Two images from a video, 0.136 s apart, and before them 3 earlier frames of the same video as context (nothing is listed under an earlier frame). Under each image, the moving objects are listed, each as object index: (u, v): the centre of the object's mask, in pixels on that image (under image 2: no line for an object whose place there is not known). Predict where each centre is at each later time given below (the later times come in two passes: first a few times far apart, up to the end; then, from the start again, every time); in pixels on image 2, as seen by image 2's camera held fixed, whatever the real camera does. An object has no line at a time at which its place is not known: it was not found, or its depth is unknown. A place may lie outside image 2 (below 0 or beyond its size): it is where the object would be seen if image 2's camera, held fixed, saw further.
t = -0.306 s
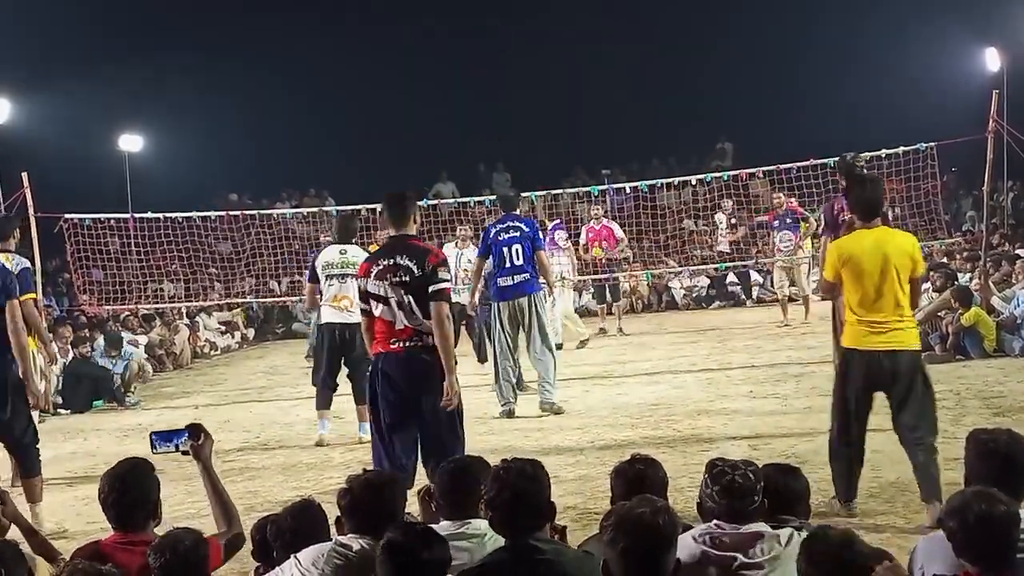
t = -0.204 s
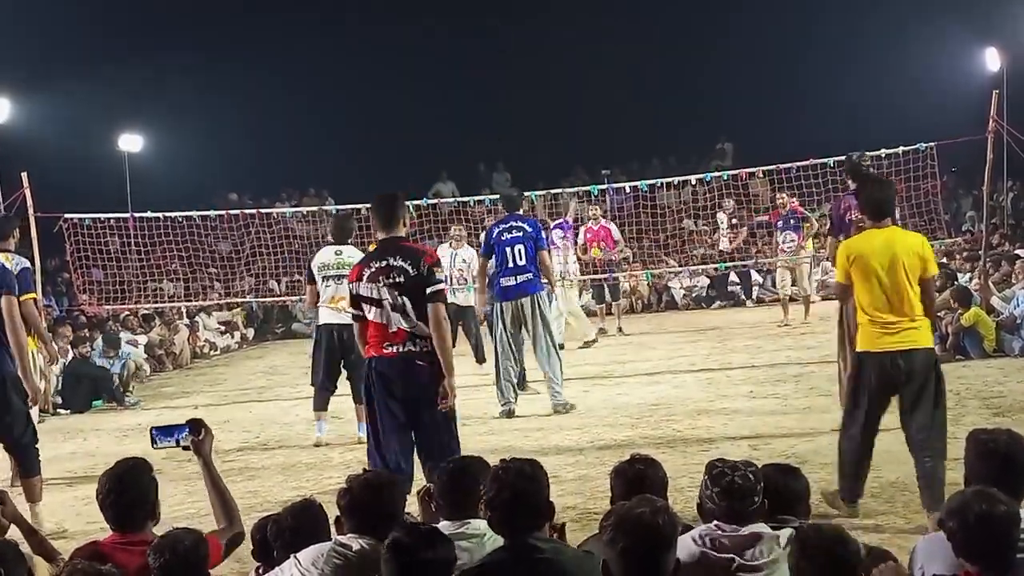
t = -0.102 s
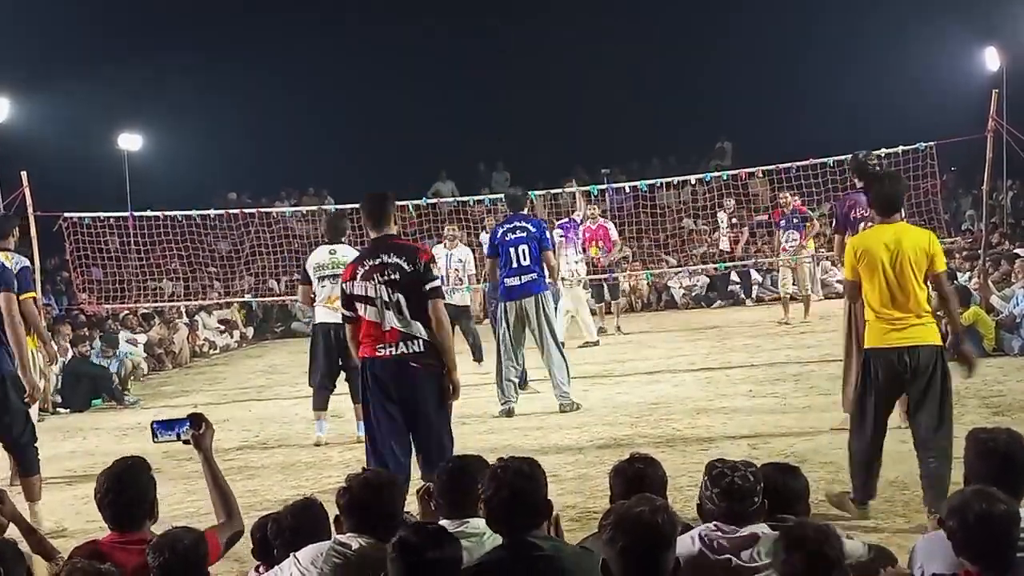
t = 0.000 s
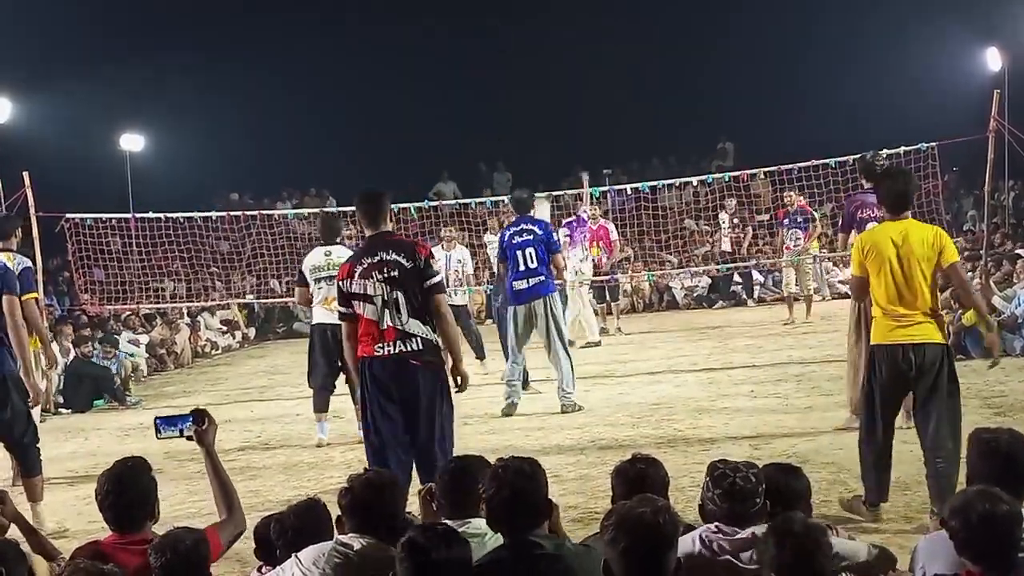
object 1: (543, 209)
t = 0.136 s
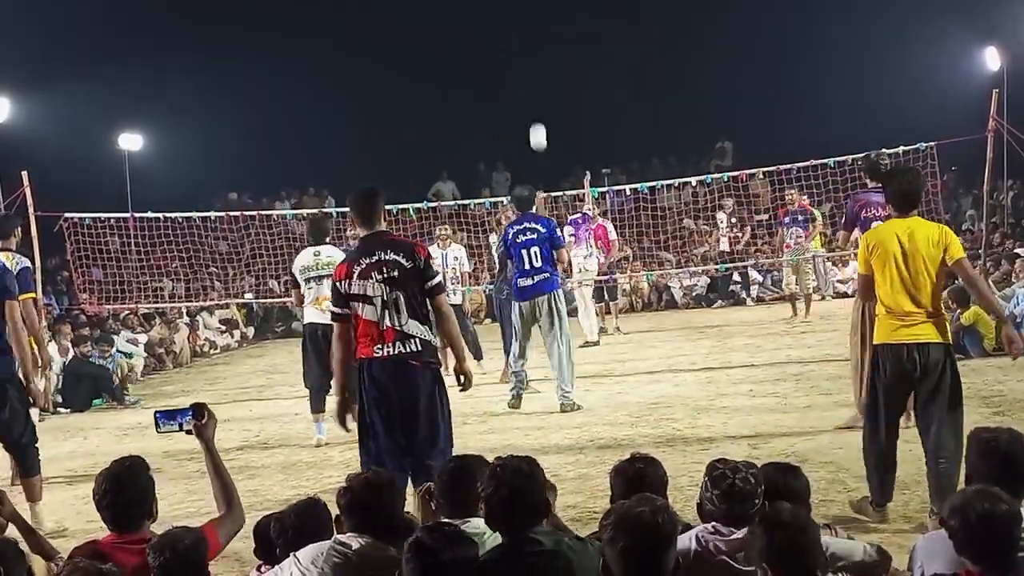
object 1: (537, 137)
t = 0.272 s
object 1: (533, 80)
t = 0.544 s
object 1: (536, 30)
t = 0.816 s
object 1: (546, 63)
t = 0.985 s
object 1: (558, 130)
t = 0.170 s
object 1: (537, 120)
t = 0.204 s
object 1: (537, 106)
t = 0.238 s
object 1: (536, 93)
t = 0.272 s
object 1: (533, 80)
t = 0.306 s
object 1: (533, 70)
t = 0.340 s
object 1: (534, 60)
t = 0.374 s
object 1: (534, 52)
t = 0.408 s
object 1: (534, 45)
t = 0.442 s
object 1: (534, 39)
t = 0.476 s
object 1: (535, 35)
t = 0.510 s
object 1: (535, 32)
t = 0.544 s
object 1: (536, 30)
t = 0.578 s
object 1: (537, 30)
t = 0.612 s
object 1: (538, 30)
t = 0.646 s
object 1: (539, 32)
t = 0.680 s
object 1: (541, 36)
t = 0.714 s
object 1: (542, 40)
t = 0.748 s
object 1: (543, 46)
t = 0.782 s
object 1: (545, 54)
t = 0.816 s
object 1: (546, 63)
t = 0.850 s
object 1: (550, 75)
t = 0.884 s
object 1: (550, 85)
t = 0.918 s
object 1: (551, 98)
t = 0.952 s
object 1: (553, 112)
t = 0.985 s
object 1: (558, 130)
